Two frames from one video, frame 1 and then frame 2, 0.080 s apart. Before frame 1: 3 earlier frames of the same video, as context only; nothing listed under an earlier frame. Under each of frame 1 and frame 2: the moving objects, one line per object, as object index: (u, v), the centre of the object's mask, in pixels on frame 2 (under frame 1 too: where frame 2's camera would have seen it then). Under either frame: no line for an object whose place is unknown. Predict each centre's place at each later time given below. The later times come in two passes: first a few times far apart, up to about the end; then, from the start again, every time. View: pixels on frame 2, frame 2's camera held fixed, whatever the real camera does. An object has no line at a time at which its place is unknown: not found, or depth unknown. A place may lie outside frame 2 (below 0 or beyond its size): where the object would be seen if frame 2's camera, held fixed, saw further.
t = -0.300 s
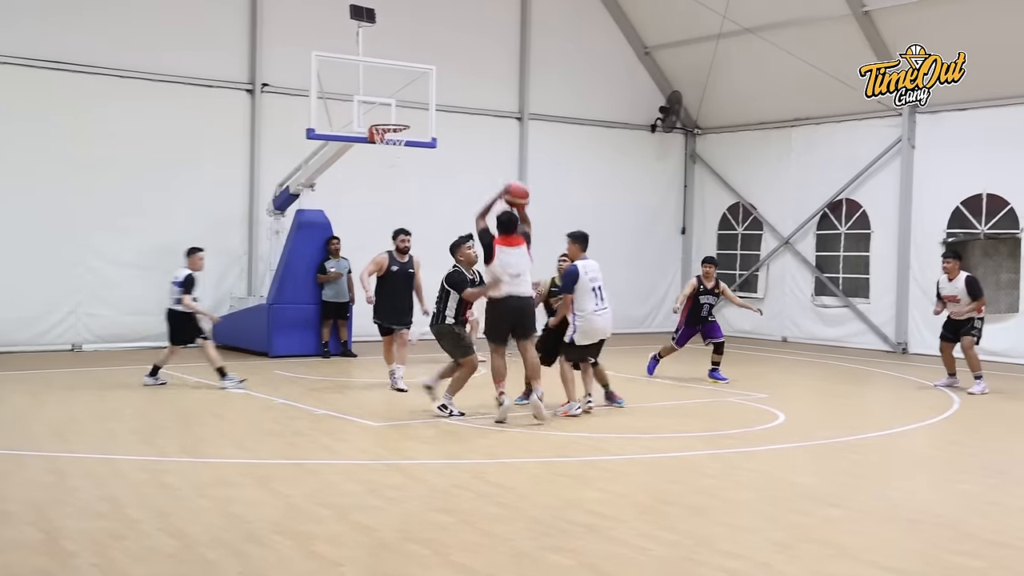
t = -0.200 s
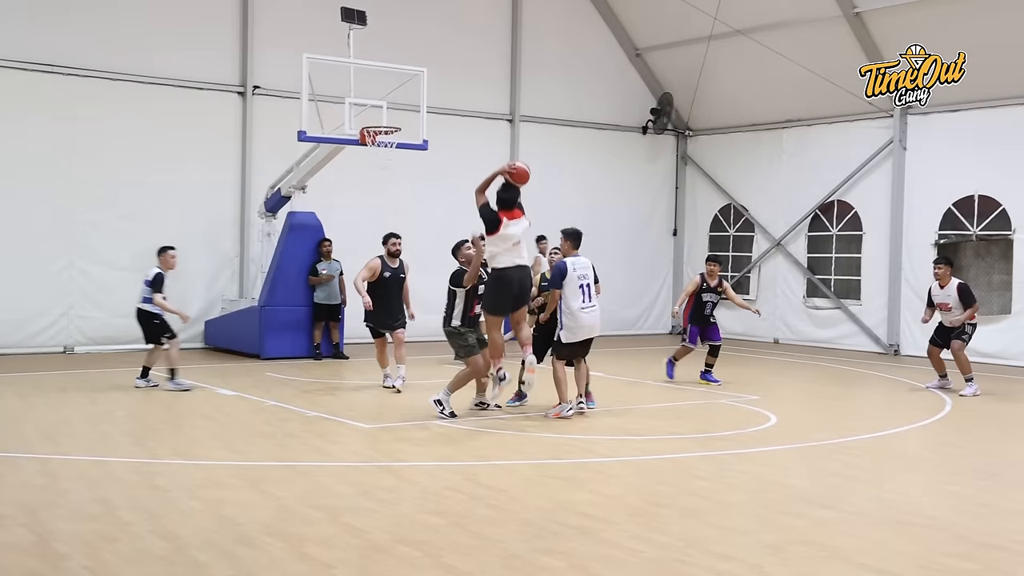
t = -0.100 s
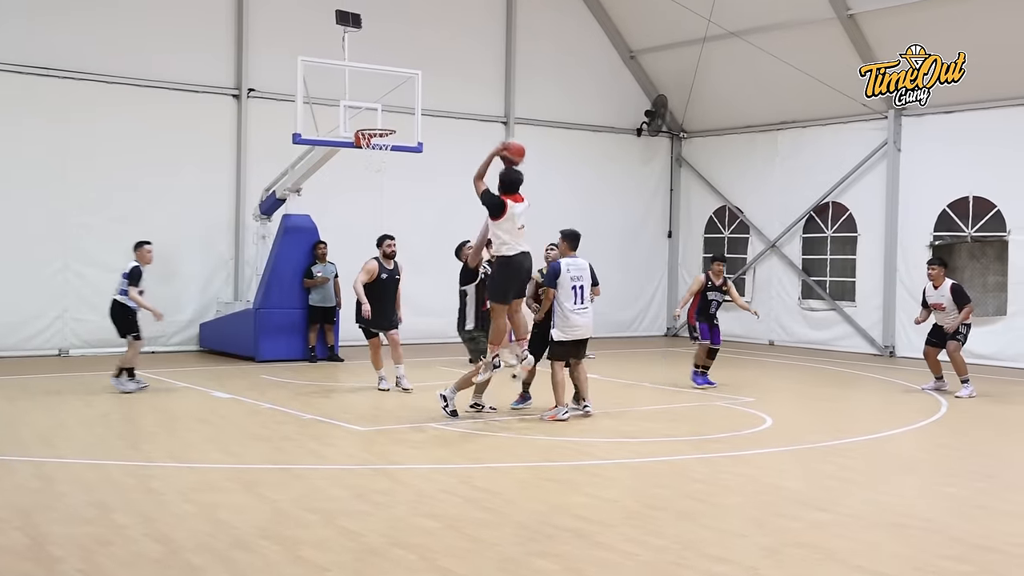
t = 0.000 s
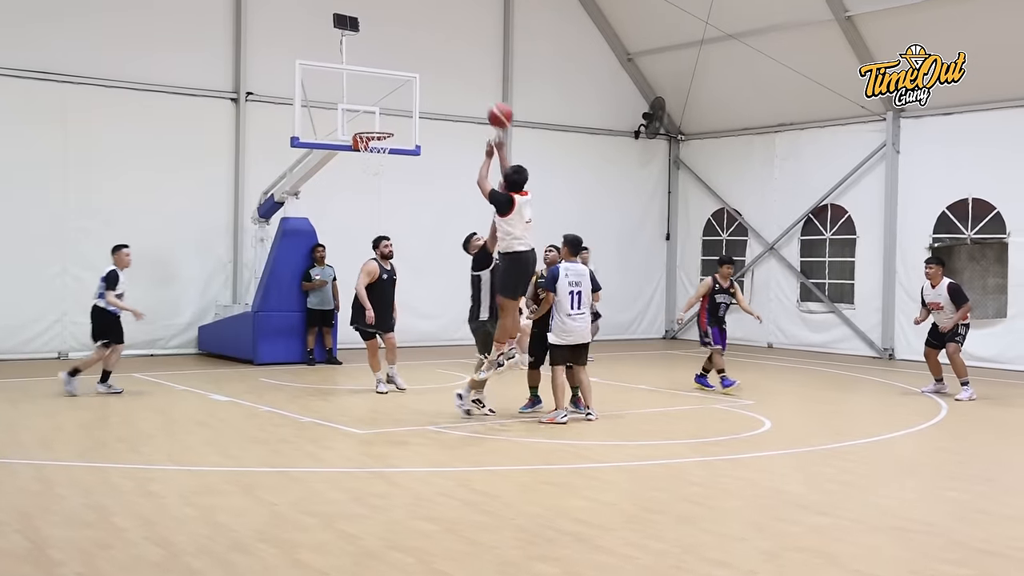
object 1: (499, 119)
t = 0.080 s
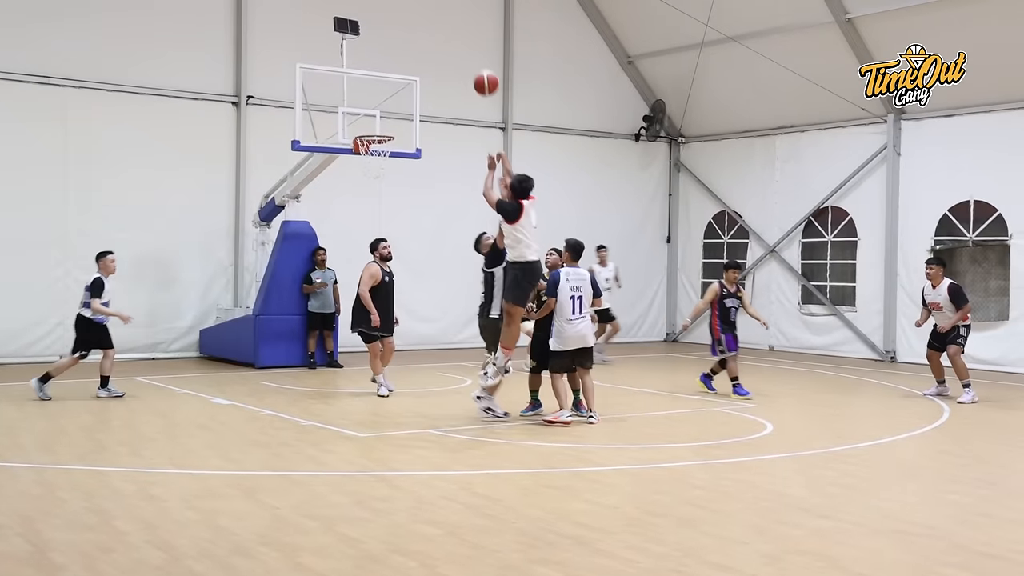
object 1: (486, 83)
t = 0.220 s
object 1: (461, 42)
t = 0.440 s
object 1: (428, 20)
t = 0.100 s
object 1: (482, 75)
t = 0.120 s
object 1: (479, 68)
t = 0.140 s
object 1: (475, 62)
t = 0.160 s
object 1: (471, 57)
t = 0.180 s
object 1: (468, 51)
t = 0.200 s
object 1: (464, 47)
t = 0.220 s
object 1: (461, 42)
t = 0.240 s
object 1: (458, 39)
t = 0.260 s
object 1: (454, 34)
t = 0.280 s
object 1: (451, 31)
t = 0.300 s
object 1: (448, 28)
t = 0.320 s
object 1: (445, 25)
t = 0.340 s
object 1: (442, 23)
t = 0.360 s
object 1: (440, 22)
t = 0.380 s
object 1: (437, 21)
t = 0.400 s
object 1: (434, 20)
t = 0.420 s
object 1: (431, 20)
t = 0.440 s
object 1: (428, 20)
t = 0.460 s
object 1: (426, 20)
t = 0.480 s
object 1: (423, 21)
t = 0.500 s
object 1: (420, 23)
